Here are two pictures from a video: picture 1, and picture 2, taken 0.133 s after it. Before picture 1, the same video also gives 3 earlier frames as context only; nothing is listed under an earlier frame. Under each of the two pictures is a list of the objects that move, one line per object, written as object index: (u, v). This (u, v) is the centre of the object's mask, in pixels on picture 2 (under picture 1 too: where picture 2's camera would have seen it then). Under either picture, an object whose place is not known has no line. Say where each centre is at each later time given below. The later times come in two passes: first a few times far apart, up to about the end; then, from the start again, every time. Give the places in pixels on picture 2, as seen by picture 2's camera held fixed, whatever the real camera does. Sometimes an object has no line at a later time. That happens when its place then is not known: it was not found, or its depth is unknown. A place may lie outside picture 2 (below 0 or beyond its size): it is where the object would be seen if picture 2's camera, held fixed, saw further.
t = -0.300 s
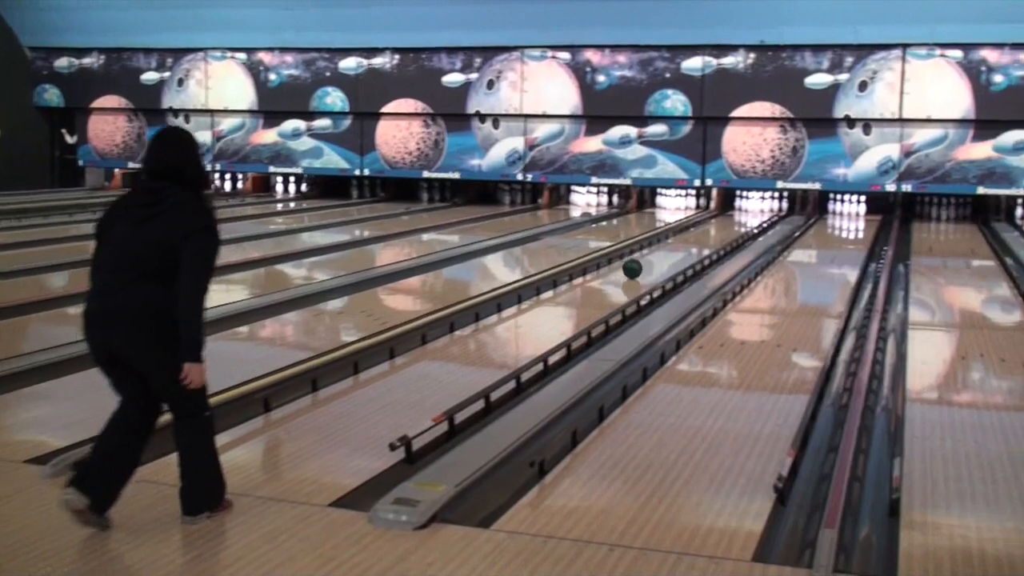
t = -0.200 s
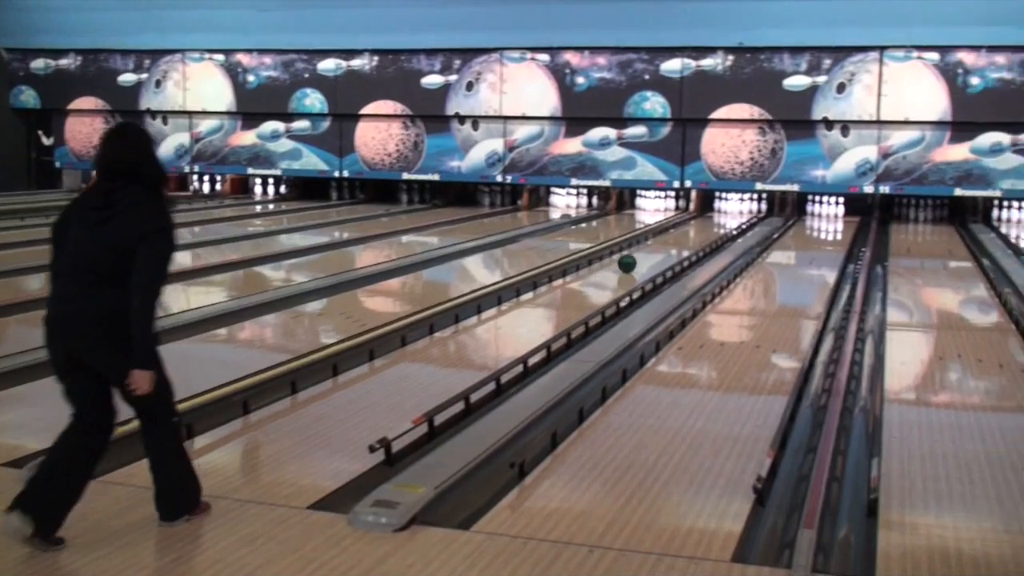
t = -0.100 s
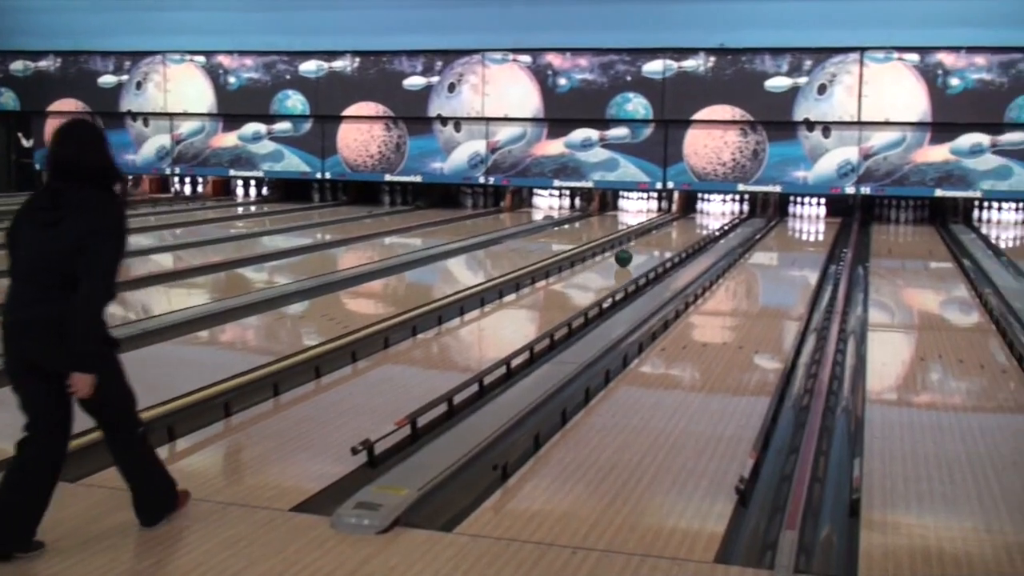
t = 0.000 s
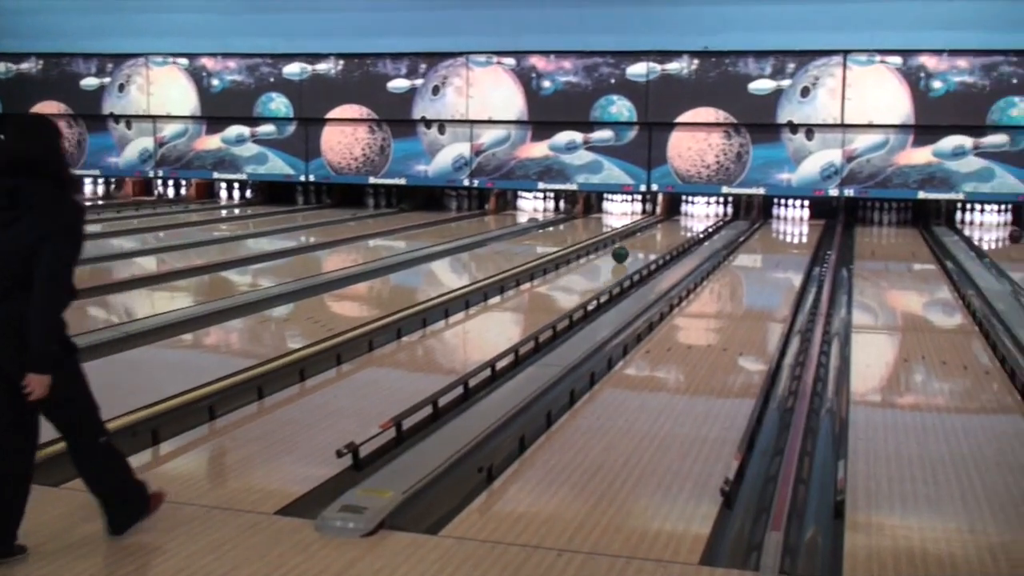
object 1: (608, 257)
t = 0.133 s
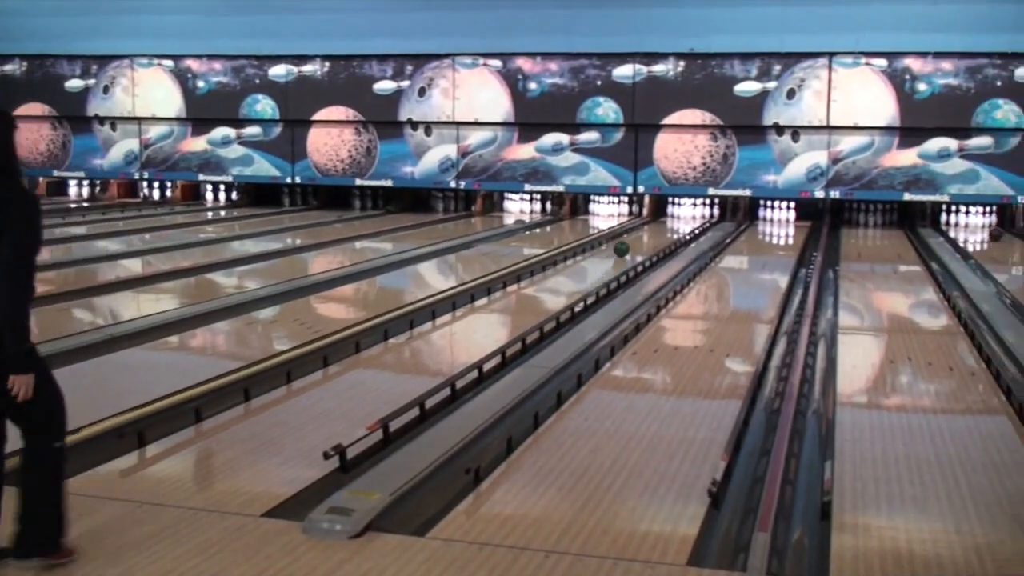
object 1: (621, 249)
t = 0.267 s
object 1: (632, 243)
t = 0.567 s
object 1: (654, 230)
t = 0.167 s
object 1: (624, 248)
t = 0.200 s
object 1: (627, 246)
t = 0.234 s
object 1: (630, 244)
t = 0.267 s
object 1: (632, 243)
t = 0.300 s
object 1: (635, 241)
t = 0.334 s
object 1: (638, 239)
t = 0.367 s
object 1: (641, 238)
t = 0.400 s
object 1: (642, 236)
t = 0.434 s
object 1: (645, 235)
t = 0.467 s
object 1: (647, 234)
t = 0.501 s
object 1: (649, 232)
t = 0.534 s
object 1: (652, 231)
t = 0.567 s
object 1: (654, 230)
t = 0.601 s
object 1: (656, 227)
